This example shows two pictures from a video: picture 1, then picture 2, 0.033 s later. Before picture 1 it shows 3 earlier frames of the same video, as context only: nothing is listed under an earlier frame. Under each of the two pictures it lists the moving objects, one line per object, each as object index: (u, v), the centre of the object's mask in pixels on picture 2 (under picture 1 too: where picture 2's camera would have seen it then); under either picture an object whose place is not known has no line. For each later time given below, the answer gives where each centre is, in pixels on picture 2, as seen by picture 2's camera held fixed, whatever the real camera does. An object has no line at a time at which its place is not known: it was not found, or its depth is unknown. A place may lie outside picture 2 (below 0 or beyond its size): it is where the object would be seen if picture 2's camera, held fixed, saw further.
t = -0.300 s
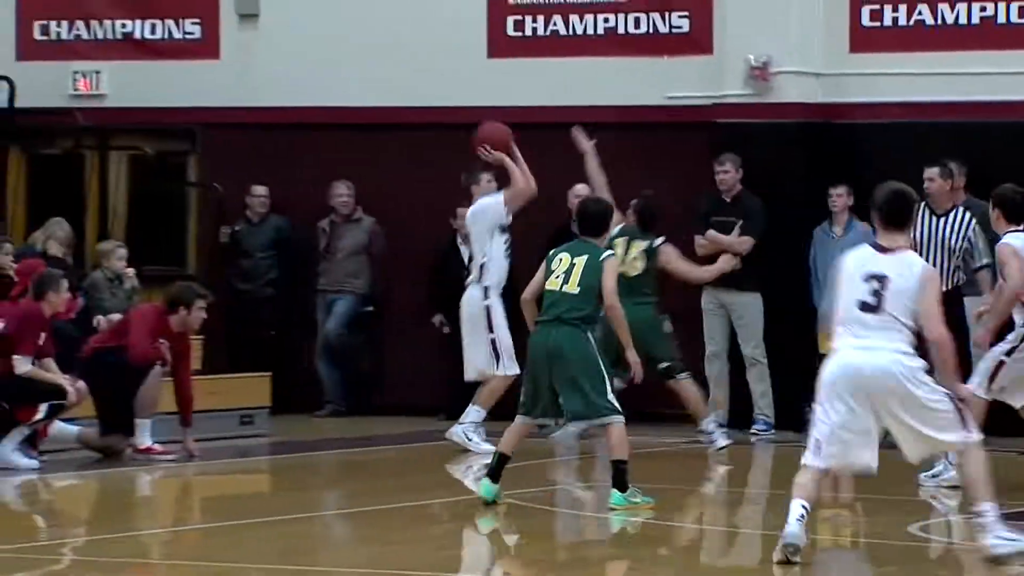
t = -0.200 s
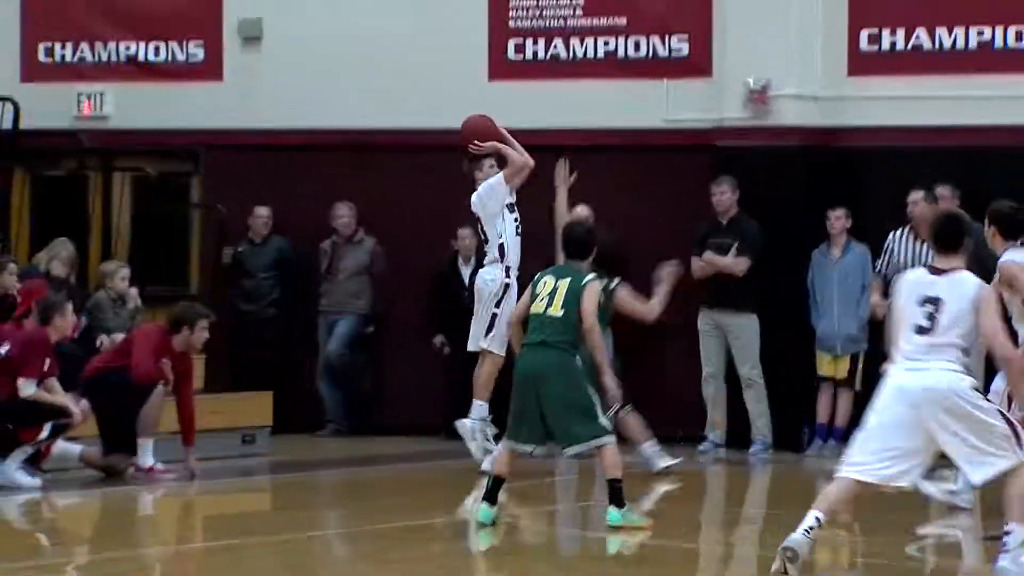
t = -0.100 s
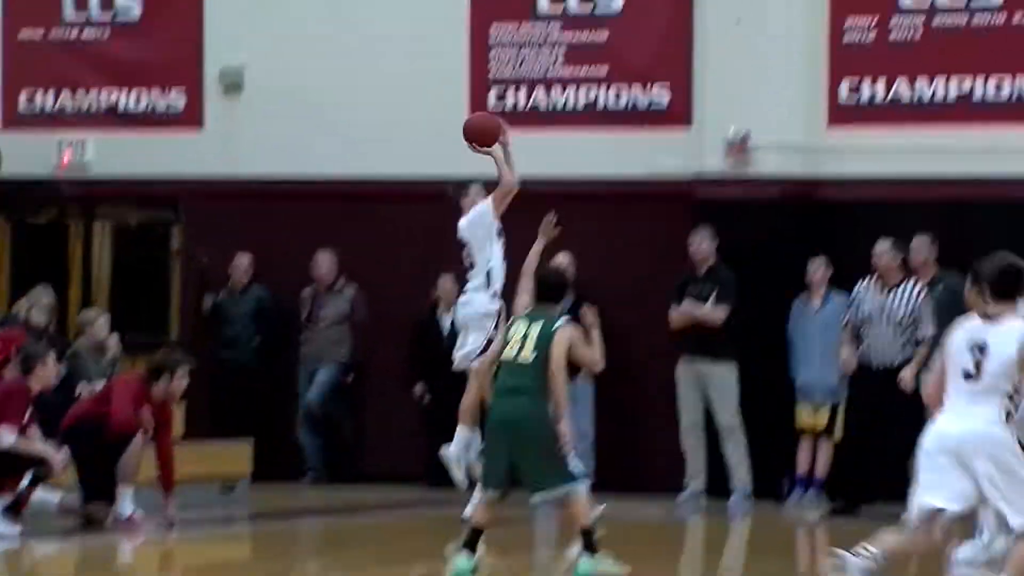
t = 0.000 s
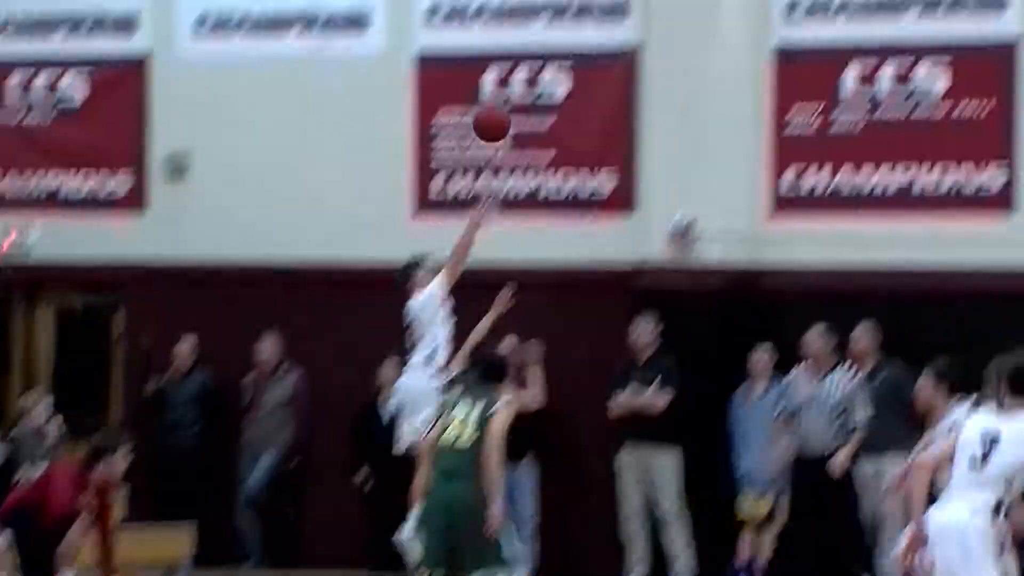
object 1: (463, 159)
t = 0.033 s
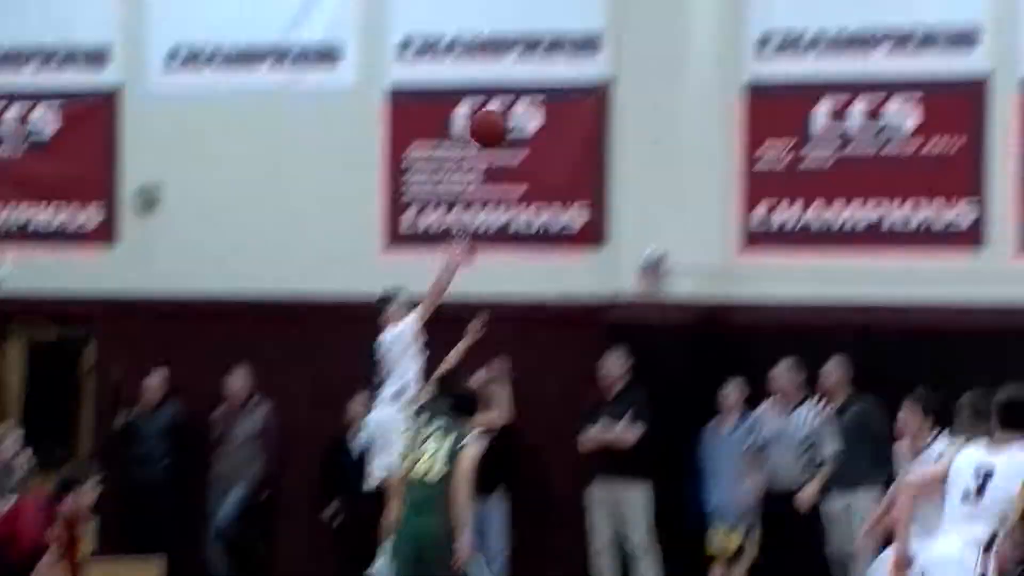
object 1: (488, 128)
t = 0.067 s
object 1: (515, 101)
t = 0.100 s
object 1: (540, 74)
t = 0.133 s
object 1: (565, 49)
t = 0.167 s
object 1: (589, 26)
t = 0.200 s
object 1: (615, 4)
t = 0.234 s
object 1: (640, -16)
